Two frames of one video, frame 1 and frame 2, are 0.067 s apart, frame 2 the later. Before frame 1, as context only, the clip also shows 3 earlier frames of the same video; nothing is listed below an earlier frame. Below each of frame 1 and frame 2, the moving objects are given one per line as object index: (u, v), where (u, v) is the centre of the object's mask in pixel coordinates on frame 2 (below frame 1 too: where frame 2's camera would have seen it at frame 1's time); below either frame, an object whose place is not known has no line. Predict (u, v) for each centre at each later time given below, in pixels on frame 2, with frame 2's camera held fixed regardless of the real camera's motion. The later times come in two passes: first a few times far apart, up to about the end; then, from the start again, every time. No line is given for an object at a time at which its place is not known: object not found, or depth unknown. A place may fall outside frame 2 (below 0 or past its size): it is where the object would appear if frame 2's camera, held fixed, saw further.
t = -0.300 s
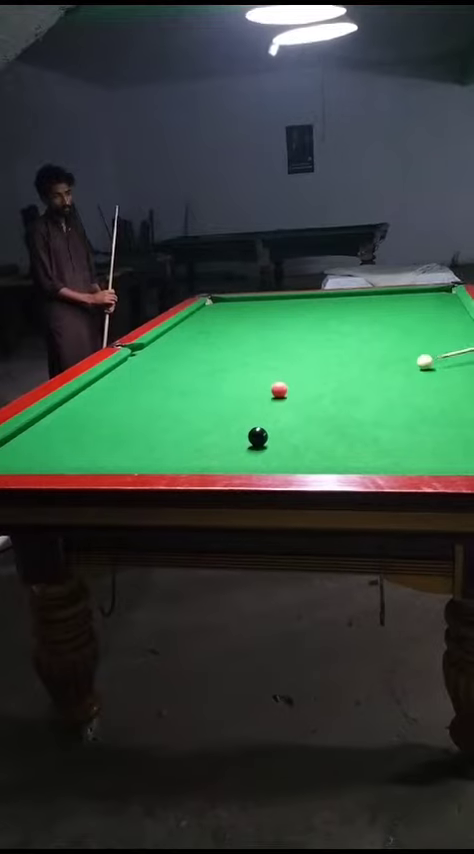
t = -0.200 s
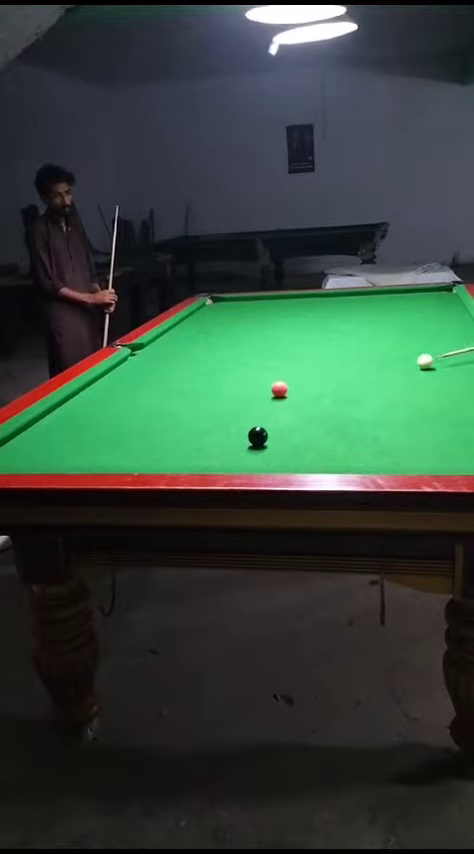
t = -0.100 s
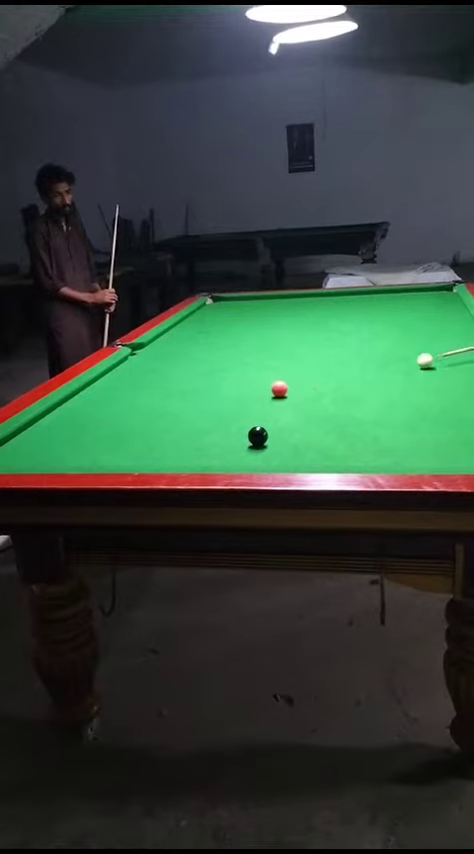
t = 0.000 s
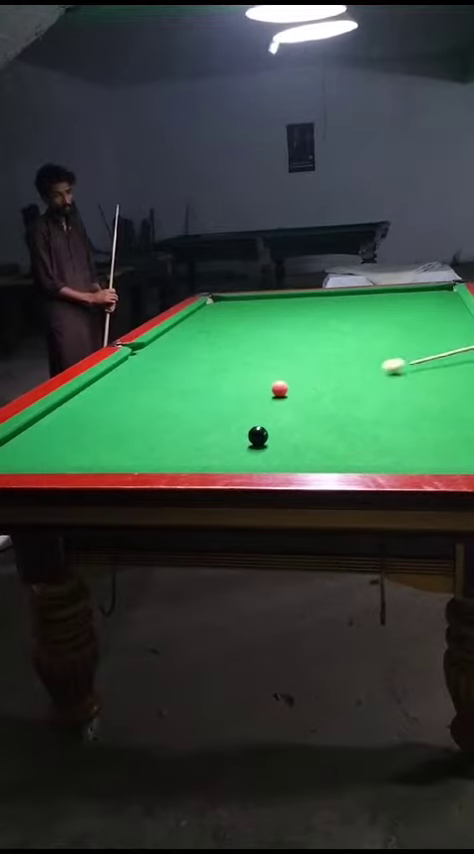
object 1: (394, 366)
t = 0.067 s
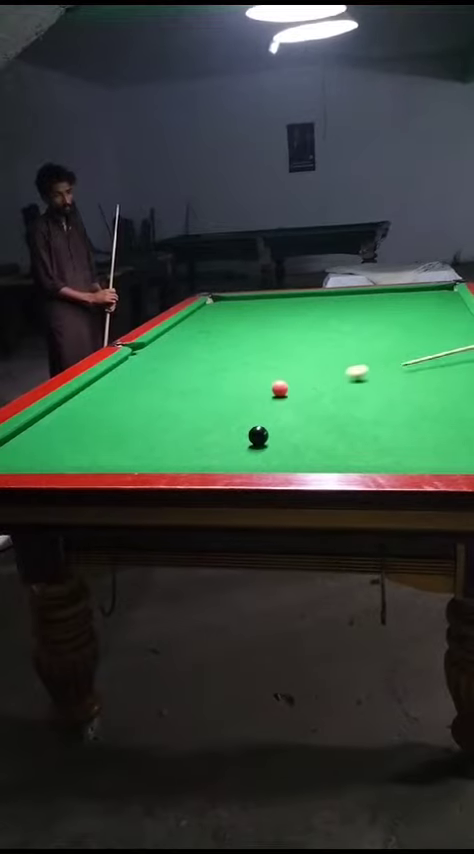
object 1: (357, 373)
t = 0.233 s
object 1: (289, 385)
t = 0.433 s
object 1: (258, 386)
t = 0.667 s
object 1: (217, 389)
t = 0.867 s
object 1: (183, 392)
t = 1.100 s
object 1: (145, 394)
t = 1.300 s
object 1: (115, 396)
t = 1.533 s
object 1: (82, 398)
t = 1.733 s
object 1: (77, 400)
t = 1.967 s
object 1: (97, 400)
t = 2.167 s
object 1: (114, 400)
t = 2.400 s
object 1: (131, 401)
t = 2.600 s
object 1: (146, 401)
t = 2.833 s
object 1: (161, 401)
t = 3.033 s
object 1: (173, 401)
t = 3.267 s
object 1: (185, 402)
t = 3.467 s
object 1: (197, 402)
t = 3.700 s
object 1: (206, 402)
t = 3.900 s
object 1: (213, 402)
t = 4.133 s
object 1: (219, 402)
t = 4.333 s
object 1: (223, 402)
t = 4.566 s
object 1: (226, 402)
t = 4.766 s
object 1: (227, 402)
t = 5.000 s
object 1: (226, 402)
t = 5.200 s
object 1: (227, 402)
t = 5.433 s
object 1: (227, 402)
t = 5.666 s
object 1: (227, 402)
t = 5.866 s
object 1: (227, 402)
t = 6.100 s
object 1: (227, 402)
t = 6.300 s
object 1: (227, 402)
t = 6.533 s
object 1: (227, 402)
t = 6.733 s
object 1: (227, 402)
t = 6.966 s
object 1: (227, 402)
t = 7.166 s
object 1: (227, 402)
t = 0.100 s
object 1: (340, 376)
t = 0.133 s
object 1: (323, 379)
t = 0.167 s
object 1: (305, 382)
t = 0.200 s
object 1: (291, 385)
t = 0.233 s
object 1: (289, 385)
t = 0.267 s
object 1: (285, 385)
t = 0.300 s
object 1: (281, 385)
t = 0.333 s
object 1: (276, 385)
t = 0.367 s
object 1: (270, 385)
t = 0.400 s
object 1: (264, 386)
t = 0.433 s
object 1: (258, 386)
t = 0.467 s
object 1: (252, 386)
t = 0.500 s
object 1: (246, 387)
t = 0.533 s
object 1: (240, 387)
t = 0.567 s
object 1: (234, 388)
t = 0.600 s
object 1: (228, 388)
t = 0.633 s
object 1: (222, 389)
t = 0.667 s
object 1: (217, 389)
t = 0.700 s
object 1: (211, 390)
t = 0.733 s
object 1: (205, 390)
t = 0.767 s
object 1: (199, 390)
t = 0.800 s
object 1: (194, 391)
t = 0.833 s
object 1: (188, 391)
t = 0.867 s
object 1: (183, 392)
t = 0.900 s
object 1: (177, 392)
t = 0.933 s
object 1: (171, 392)
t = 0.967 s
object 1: (166, 393)
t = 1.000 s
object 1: (161, 393)
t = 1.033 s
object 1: (155, 393)
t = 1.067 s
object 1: (150, 394)
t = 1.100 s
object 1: (145, 394)
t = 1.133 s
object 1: (140, 395)
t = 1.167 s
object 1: (135, 395)
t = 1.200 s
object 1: (130, 395)
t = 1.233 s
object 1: (125, 396)
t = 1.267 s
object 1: (120, 396)
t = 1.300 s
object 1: (115, 396)
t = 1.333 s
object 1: (110, 397)
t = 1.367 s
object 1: (105, 397)
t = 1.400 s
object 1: (100, 397)
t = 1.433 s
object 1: (96, 397)
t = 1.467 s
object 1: (91, 398)
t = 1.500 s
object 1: (86, 398)
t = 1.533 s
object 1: (82, 398)
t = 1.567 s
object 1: (77, 399)
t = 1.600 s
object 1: (73, 399)
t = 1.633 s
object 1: (69, 399)
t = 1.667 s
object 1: (72, 399)
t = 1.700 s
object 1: (74, 399)
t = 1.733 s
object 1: (77, 400)
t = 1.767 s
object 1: (80, 400)
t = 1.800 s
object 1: (83, 400)
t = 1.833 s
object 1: (86, 400)
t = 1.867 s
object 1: (89, 400)
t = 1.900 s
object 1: (92, 400)
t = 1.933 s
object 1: (94, 400)
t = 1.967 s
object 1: (97, 400)
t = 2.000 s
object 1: (100, 400)
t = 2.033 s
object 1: (103, 400)
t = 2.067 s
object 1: (106, 400)
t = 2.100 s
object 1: (108, 400)
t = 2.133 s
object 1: (111, 400)
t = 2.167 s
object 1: (114, 400)
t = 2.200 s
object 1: (116, 400)
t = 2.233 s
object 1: (119, 400)
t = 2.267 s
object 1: (121, 400)
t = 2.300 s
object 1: (124, 401)
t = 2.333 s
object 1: (126, 401)
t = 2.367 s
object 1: (129, 401)
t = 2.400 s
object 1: (131, 401)
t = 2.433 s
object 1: (134, 401)
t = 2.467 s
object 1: (136, 401)
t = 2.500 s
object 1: (139, 401)
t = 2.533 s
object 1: (141, 401)
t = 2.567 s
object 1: (144, 401)
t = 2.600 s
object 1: (146, 401)
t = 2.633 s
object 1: (148, 401)
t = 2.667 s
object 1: (150, 401)
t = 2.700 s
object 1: (153, 401)
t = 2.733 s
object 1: (155, 401)
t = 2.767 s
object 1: (157, 401)
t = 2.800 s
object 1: (159, 401)
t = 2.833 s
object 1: (161, 401)
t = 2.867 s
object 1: (163, 401)
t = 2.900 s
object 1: (165, 401)
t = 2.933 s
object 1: (167, 401)
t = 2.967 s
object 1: (169, 401)
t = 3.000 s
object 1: (171, 401)
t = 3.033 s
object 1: (173, 401)
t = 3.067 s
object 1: (175, 402)
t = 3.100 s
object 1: (177, 402)
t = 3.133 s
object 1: (178, 401)
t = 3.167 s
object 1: (180, 402)
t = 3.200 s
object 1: (182, 402)
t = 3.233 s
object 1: (184, 402)
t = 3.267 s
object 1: (185, 402)
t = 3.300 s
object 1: (187, 402)
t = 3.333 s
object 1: (189, 402)
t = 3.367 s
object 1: (190, 402)
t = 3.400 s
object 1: (193, 402)
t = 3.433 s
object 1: (195, 402)
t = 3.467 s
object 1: (197, 402)
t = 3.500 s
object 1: (198, 402)
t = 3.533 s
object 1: (200, 402)
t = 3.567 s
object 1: (201, 402)
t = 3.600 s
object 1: (202, 402)
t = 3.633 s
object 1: (204, 402)
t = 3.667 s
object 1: (205, 402)
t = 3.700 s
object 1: (206, 402)
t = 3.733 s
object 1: (207, 402)
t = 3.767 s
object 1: (209, 402)
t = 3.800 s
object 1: (210, 402)
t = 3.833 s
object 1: (211, 402)
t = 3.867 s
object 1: (212, 402)
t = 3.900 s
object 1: (213, 402)
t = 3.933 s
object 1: (214, 402)
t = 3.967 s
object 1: (215, 402)
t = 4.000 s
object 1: (216, 402)
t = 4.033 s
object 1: (217, 402)
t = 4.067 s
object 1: (218, 402)
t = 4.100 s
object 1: (218, 402)
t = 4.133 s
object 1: (219, 402)
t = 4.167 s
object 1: (220, 402)
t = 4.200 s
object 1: (221, 402)
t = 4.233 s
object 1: (221, 402)
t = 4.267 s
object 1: (222, 402)
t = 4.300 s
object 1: (223, 402)
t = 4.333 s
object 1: (223, 402)
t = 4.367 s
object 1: (224, 402)
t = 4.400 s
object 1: (224, 402)
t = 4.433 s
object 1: (225, 402)
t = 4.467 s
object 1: (225, 402)
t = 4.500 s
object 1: (225, 402)
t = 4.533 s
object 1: (226, 402)
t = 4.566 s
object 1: (226, 402)
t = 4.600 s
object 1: (227, 402)
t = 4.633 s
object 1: (227, 402)
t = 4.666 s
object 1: (227, 402)
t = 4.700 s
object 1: (227, 401)
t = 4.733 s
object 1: (227, 401)
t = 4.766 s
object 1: (227, 402)
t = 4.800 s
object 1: (227, 401)
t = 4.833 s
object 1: (227, 402)
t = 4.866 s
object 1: (227, 401)
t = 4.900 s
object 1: (227, 402)
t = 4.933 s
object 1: (226, 402)
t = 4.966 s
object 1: (226, 402)
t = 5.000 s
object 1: (226, 402)
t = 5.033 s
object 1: (227, 402)
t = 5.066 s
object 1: (227, 402)
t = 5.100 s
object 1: (227, 402)
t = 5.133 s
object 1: (227, 402)
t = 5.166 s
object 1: (227, 402)
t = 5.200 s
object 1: (227, 402)
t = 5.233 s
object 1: (227, 402)
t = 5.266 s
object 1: (227, 402)
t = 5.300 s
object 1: (227, 402)
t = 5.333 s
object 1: (226, 402)
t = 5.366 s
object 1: (227, 402)
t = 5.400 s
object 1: (227, 402)
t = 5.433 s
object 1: (227, 402)
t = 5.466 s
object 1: (227, 402)
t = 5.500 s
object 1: (227, 402)
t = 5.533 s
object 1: (227, 402)
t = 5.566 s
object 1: (227, 402)
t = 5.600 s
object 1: (227, 402)
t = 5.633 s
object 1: (227, 402)
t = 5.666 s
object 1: (227, 402)
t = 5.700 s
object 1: (227, 402)
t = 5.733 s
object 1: (227, 402)
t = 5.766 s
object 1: (227, 402)
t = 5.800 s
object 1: (227, 402)
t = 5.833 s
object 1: (227, 401)
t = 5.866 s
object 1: (227, 402)
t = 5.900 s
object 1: (227, 402)
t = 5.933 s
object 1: (227, 402)
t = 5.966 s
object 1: (227, 402)
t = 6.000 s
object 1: (227, 402)
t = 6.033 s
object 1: (227, 402)
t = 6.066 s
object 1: (227, 402)
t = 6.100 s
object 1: (227, 402)
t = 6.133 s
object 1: (227, 402)
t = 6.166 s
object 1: (227, 402)
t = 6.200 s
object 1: (227, 402)
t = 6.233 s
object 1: (227, 402)
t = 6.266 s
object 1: (227, 402)
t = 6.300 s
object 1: (227, 402)
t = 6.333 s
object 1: (227, 402)
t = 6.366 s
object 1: (227, 402)
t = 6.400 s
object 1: (227, 402)
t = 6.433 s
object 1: (227, 402)
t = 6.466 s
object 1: (227, 402)
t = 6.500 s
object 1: (227, 402)
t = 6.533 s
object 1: (227, 402)
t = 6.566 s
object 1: (227, 402)
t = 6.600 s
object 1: (227, 401)
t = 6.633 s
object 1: (227, 401)
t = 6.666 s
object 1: (227, 402)
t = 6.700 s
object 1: (227, 402)
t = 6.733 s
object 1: (227, 402)
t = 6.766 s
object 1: (227, 402)
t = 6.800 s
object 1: (227, 402)
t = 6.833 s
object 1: (227, 402)
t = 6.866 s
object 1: (227, 401)
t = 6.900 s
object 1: (227, 402)
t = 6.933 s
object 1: (227, 402)
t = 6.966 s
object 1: (227, 402)
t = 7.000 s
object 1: (227, 402)
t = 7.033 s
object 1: (227, 402)
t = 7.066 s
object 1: (227, 402)
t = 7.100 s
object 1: (227, 402)
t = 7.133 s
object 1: (227, 402)
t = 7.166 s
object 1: (227, 402)
